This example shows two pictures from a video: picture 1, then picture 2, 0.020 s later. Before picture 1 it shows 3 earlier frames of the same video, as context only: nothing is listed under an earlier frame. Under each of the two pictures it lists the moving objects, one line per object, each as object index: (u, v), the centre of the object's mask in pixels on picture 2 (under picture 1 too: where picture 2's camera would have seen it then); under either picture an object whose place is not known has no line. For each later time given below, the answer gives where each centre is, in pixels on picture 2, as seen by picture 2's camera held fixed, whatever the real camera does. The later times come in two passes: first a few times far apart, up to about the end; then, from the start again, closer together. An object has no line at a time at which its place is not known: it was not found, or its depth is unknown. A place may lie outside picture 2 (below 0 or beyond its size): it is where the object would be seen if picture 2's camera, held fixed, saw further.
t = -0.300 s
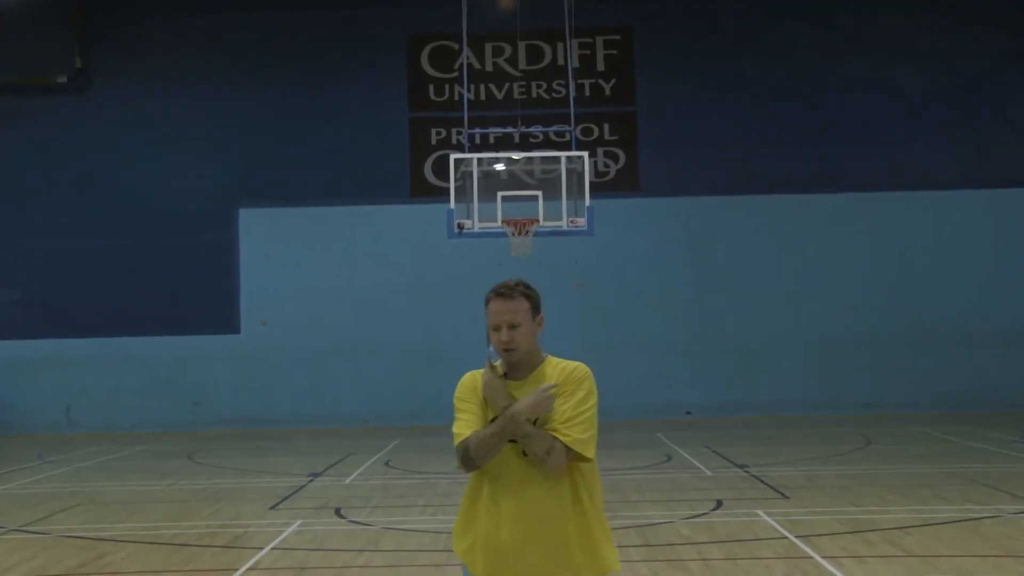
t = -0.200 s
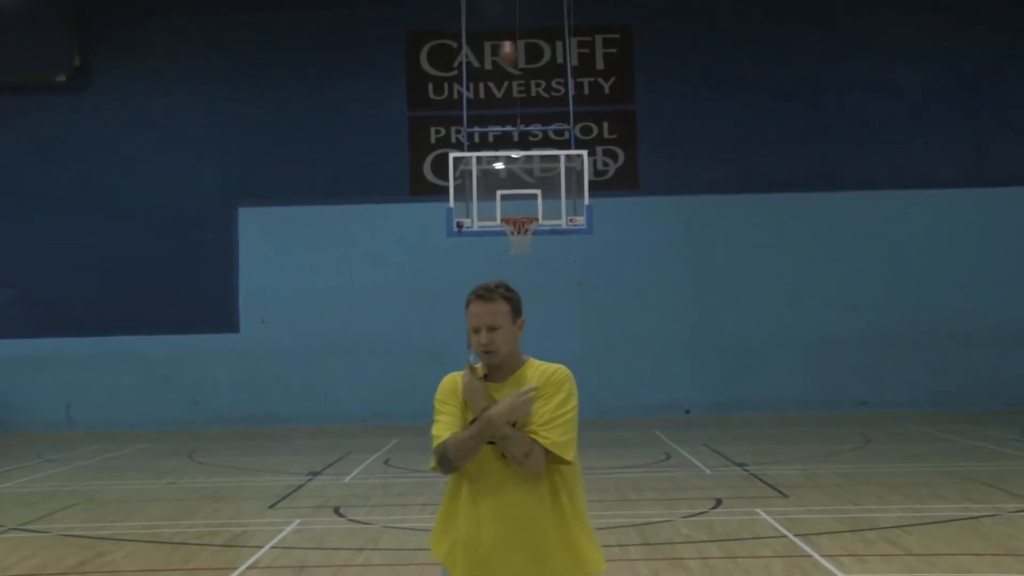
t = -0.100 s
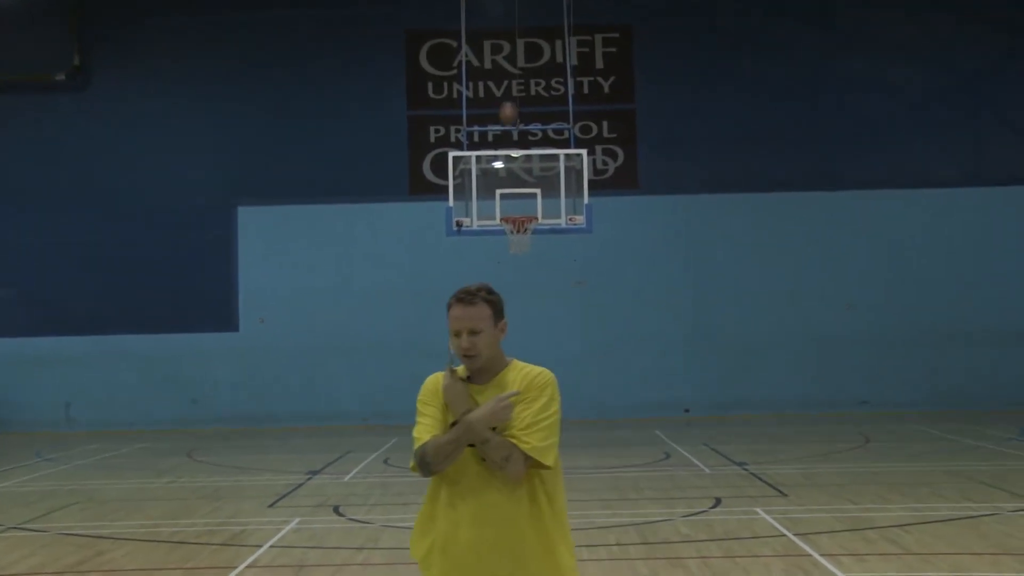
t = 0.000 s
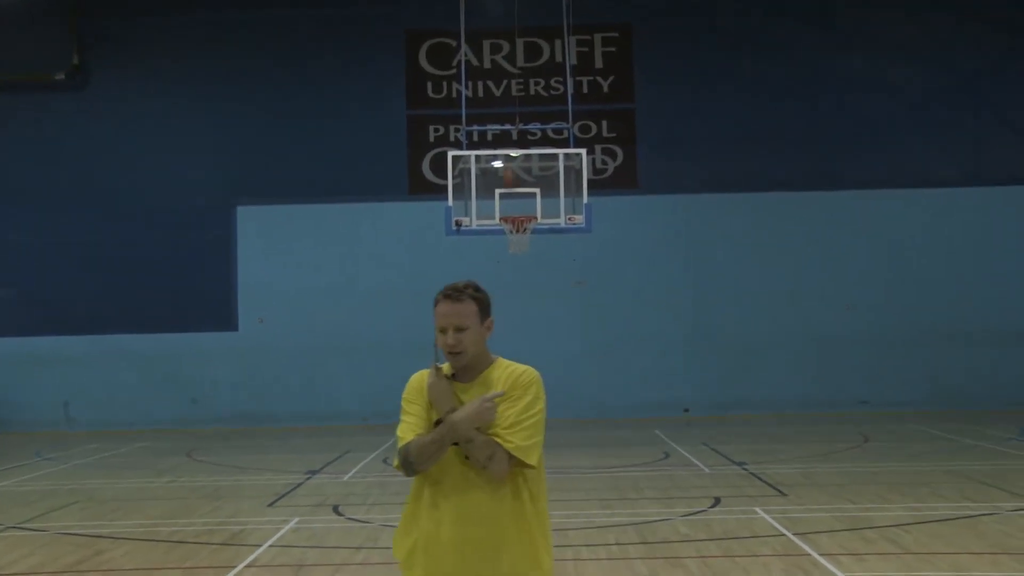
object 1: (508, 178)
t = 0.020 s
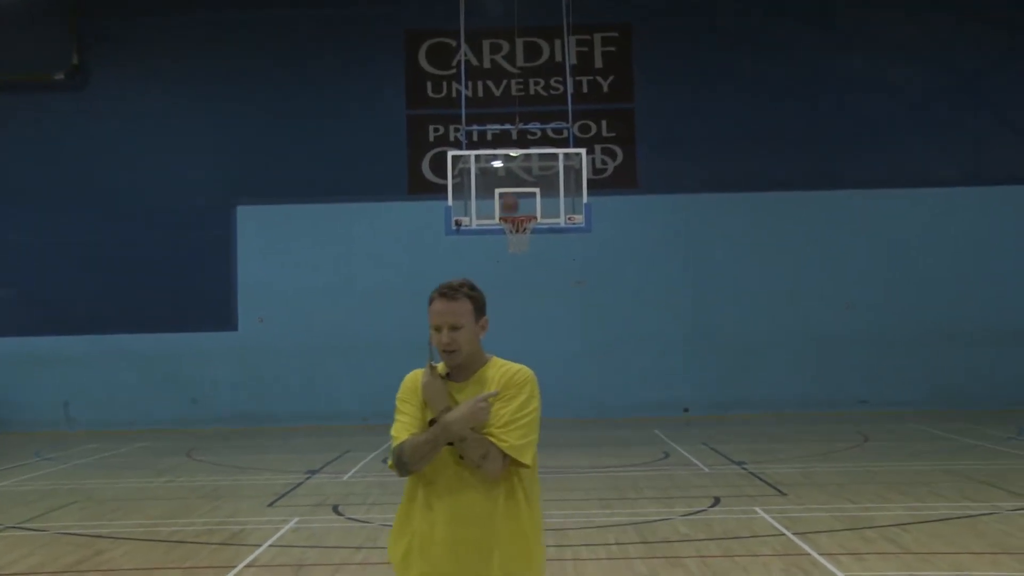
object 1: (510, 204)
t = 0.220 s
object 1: (526, 234)
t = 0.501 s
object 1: (539, 295)
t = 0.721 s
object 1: (552, 388)
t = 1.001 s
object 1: (558, 387)
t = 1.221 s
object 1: (555, 331)
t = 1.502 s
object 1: (553, 315)
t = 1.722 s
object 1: (553, 350)
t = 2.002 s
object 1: (554, 458)
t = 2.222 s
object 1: (555, 405)
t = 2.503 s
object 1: (559, 375)
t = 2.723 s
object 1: (564, 404)
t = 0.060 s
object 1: (520, 228)
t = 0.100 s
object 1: (525, 214)
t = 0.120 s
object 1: (518, 228)
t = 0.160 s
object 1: (519, 229)
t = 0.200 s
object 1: (519, 228)
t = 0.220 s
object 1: (526, 234)
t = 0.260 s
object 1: (528, 239)
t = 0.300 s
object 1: (528, 240)
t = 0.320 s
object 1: (531, 249)
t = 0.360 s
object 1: (532, 255)
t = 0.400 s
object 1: (533, 260)
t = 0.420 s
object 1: (535, 270)
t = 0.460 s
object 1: (537, 282)
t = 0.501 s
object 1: (539, 295)
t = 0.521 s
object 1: (540, 301)
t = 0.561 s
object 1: (543, 315)
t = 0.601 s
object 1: (545, 331)
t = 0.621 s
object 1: (546, 340)
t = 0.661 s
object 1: (549, 358)
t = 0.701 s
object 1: (551, 377)
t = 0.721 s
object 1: (552, 388)
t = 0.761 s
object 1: (555, 409)
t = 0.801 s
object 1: (557, 433)
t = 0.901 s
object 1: (559, 426)
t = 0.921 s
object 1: (558, 417)
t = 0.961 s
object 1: (558, 401)
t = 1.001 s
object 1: (558, 387)
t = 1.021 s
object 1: (558, 381)
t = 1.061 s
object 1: (557, 368)
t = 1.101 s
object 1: (557, 357)
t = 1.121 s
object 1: (557, 352)
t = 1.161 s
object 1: (556, 343)
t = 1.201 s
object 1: (555, 334)
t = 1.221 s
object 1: (555, 331)
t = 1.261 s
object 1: (555, 325)
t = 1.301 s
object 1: (555, 320)
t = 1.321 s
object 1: (555, 318)
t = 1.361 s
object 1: (555, 315)
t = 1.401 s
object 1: (554, 314)
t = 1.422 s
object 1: (554, 313)
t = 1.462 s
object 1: (554, 313)
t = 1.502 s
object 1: (553, 315)
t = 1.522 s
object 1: (553, 317)
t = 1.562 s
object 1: (553, 320)
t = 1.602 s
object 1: (553, 326)
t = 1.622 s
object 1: (553, 328)
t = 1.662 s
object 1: (553, 336)
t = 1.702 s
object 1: (553, 345)
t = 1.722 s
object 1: (553, 350)
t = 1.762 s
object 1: (553, 361)
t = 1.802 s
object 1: (553, 373)
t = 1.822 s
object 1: (553, 380)
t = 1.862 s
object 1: (553, 394)
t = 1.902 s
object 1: (554, 410)
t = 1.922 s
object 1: (554, 419)
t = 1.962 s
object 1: (553, 438)
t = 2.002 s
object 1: (554, 458)
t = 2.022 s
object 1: (554, 466)
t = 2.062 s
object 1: (554, 452)
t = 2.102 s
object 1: (554, 439)
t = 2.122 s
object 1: (554, 431)
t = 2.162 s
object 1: (555, 420)
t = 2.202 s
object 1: (555, 409)
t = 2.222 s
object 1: (555, 405)
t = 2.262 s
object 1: (556, 396)
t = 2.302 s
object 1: (556, 389)
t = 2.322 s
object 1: (557, 386)
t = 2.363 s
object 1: (557, 381)
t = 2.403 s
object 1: (558, 378)
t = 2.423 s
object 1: (558, 377)
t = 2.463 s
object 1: (558, 375)
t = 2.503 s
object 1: (559, 375)
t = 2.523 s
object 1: (560, 376)
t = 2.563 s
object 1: (560, 379)
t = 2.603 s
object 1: (561, 383)
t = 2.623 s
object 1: (561, 385)
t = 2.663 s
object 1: (562, 391)
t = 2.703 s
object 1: (563, 399)
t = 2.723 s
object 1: (564, 404)
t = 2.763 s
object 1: (565, 413)
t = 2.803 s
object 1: (566, 426)
